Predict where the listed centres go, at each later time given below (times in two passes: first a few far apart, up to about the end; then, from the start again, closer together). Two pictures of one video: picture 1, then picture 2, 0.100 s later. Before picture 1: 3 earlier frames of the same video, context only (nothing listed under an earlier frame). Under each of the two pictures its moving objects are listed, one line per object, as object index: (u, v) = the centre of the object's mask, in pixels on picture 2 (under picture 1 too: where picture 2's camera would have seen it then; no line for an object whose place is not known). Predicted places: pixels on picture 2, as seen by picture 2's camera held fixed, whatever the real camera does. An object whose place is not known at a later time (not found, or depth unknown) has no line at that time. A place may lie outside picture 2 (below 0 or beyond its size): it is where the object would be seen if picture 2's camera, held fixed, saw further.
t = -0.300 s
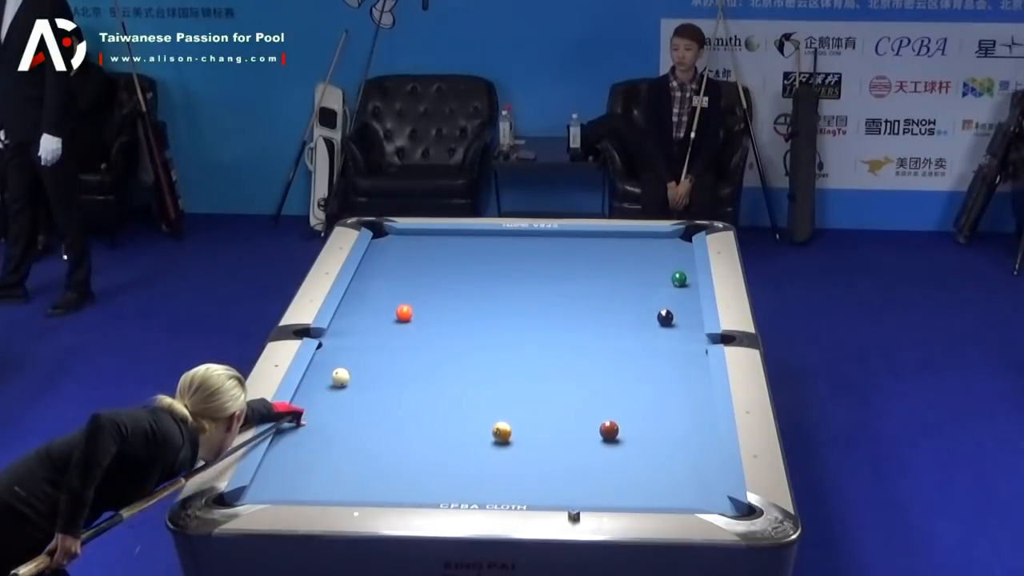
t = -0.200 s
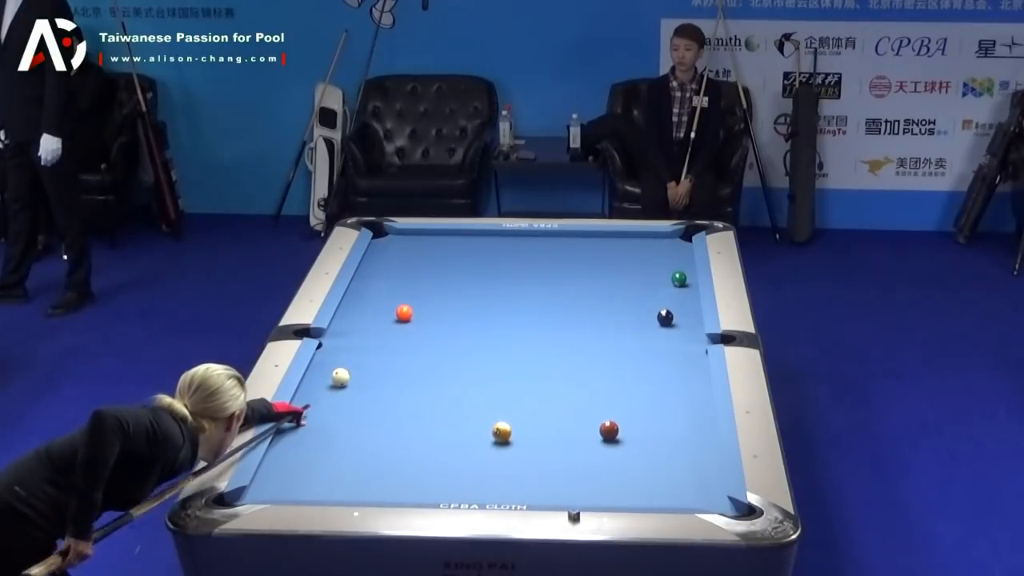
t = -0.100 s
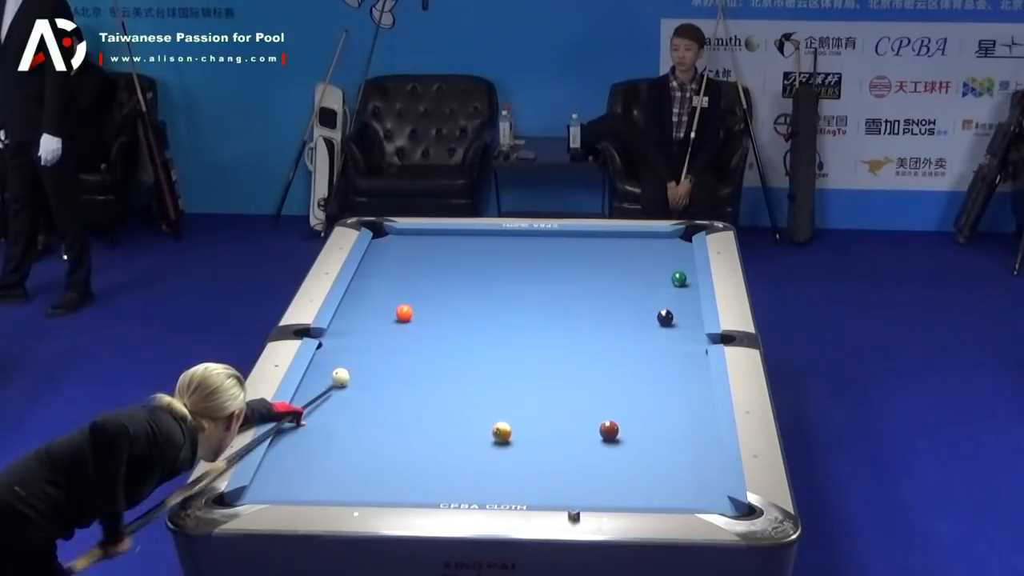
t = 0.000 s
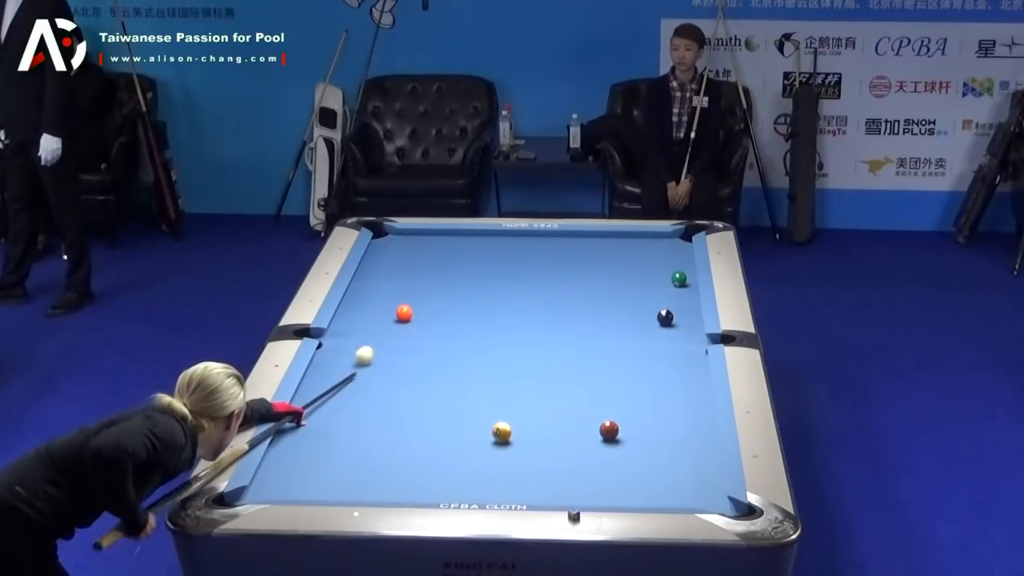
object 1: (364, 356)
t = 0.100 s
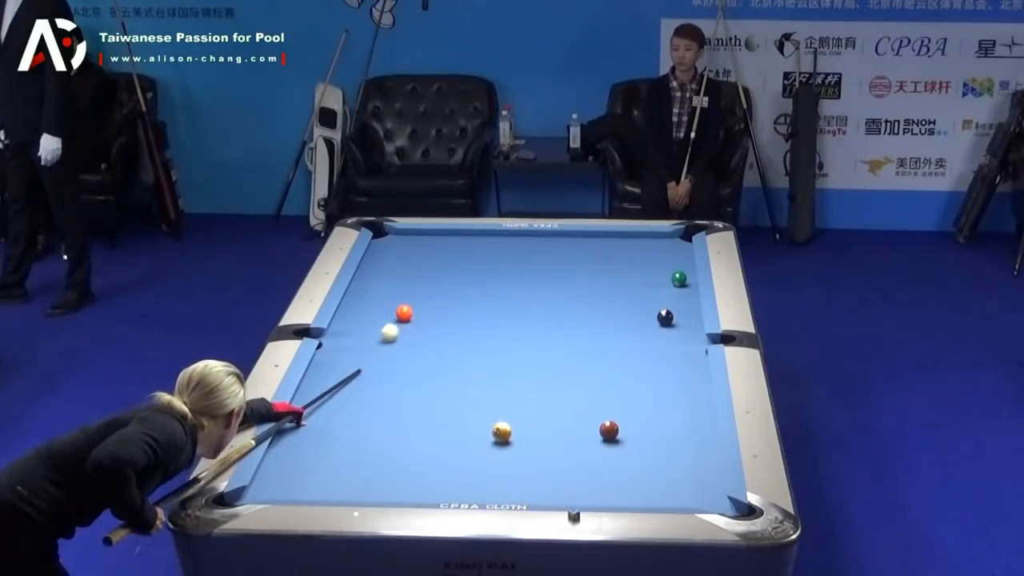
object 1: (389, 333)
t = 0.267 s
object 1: (426, 317)
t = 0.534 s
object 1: (472, 315)
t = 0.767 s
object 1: (509, 313)
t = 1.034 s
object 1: (551, 312)
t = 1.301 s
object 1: (591, 310)
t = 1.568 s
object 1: (629, 308)
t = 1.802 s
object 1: (659, 305)
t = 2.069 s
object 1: (691, 305)
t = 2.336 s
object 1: (674, 305)
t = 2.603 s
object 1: (658, 306)
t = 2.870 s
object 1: (646, 307)
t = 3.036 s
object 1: (642, 309)
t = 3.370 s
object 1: (625, 309)
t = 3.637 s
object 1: (616, 309)
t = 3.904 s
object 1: (609, 310)
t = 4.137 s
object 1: (604, 310)
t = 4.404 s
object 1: (599, 310)
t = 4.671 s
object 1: (597, 311)
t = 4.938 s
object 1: (594, 311)
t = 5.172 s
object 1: (595, 311)
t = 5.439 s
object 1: (596, 311)
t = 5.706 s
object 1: (596, 311)
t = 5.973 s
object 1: (596, 311)
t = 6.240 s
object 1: (596, 311)
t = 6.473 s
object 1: (596, 311)
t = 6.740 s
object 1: (596, 311)
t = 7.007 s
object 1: (596, 311)
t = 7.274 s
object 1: (596, 311)
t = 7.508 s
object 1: (596, 311)
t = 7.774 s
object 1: (596, 311)
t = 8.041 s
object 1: (596, 311)
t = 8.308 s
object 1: (596, 311)
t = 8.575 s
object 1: (596, 311)
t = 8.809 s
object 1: (596, 311)
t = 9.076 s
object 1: (596, 311)
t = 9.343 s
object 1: (596, 311)
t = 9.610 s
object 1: (596, 311)
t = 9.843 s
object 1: (596, 311)
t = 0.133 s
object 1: (397, 326)
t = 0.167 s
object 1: (404, 320)
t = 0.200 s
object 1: (412, 318)
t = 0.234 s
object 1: (419, 318)
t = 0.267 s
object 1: (426, 317)
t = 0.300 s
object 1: (432, 317)
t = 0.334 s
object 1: (438, 317)
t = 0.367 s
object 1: (444, 317)
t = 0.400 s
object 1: (449, 316)
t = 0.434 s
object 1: (455, 316)
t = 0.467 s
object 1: (461, 316)
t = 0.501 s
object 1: (466, 316)
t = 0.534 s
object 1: (472, 315)
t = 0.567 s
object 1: (477, 315)
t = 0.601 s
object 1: (483, 315)
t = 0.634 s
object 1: (488, 314)
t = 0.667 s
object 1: (493, 314)
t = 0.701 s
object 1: (499, 314)
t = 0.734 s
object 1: (504, 314)
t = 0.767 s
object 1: (509, 313)
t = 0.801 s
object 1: (515, 313)
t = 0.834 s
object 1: (520, 313)
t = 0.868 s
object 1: (525, 313)
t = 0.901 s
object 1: (531, 312)
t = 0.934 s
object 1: (536, 312)
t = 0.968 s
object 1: (541, 312)
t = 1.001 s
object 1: (546, 312)
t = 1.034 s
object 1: (551, 312)
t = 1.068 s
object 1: (556, 311)
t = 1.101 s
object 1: (561, 311)
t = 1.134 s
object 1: (566, 311)
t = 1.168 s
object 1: (571, 311)
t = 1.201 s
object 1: (576, 310)
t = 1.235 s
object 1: (581, 310)
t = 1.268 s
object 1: (586, 310)
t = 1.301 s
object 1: (591, 310)
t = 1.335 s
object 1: (596, 310)
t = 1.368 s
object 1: (601, 309)
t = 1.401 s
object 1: (605, 309)
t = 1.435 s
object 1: (610, 309)
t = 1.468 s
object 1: (615, 309)
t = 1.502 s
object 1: (620, 308)
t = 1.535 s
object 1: (624, 308)
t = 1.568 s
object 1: (629, 308)
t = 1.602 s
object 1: (633, 308)
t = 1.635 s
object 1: (638, 307)
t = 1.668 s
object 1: (643, 307)
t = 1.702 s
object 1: (647, 307)
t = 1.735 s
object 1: (651, 306)
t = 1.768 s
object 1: (655, 306)
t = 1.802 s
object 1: (659, 305)
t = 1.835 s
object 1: (665, 304)
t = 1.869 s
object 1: (670, 304)
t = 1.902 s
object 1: (674, 305)
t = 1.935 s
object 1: (678, 305)
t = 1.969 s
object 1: (683, 305)
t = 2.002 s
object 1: (687, 305)
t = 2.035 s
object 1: (691, 305)
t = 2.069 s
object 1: (691, 305)
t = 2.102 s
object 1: (688, 305)
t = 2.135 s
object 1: (686, 305)
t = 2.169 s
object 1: (684, 305)
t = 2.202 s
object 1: (682, 305)
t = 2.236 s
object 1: (680, 305)
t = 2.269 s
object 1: (678, 306)
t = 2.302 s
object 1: (676, 305)
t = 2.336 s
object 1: (674, 305)
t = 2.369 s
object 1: (672, 305)
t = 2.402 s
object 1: (671, 305)
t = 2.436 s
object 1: (669, 305)
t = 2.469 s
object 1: (667, 305)
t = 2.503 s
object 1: (664, 304)
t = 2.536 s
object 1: (662, 304)
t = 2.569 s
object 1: (660, 305)
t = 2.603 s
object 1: (658, 306)
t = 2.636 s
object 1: (656, 306)
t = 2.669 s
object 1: (655, 306)
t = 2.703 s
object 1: (653, 306)
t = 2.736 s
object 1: (652, 307)
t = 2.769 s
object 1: (650, 307)
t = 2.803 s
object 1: (649, 307)
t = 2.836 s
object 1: (647, 307)
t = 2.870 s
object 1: (646, 307)
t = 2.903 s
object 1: (644, 307)
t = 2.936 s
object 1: (643, 308)
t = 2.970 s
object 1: (641, 308)
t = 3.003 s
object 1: (640, 308)
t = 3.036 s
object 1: (642, 309)
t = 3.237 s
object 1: (629, 309)
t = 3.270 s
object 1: (629, 308)
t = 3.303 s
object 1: (628, 309)
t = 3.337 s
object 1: (626, 309)
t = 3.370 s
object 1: (625, 309)
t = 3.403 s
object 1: (624, 309)
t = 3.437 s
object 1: (623, 309)
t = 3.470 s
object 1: (622, 309)
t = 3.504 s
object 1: (621, 309)
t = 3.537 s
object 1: (619, 309)
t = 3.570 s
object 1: (618, 309)
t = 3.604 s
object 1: (617, 309)
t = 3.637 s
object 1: (616, 309)
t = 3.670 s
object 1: (616, 309)
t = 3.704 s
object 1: (614, 309)
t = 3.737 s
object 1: (614, 310)
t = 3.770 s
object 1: (613, 309)
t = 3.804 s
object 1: (612, 310)
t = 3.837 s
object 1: (611, 310)
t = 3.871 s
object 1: (610, 310)
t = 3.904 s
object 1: (609, 310)
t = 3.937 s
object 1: (609, 310)
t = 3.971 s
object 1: (608, 310)
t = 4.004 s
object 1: (607, 310)
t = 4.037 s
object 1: (606, 310)
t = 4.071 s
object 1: (605, 310)
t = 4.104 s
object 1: (605, 310)
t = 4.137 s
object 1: (604, 310)
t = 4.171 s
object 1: (604, 310)
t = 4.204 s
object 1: (603, 310)
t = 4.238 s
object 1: (602, 310)
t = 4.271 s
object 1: (602, 310)
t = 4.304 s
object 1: (601, 310)
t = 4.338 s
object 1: (601, 310)
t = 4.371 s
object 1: (600, 310)
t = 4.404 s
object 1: (599, 310)
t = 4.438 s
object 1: (599, 310)
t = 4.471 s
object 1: (599, 311)
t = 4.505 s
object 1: (598, 311)
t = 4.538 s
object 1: (598, 311)
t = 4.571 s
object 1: (598, 311)
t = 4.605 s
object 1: (597, 311)
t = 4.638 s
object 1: (597, 311)
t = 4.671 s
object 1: (597, 311)
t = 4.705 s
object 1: (596, 311)
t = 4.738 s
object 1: (596, 311)
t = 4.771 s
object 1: (596, 311)
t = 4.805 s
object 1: (596, 311)
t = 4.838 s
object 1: (595, 311)
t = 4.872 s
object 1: (595, 311)
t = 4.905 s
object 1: (595, 311)
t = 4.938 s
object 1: (594, 311)
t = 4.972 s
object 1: (589, 311)
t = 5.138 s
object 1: (601, 311)
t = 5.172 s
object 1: (595, 311)
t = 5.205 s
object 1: (595, 311)
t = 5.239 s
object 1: (595, 311)
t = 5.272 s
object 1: (595, 311)
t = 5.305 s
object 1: (595, 311)
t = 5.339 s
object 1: (596, 311)
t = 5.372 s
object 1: (596, 311)
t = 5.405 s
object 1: (596, 311)
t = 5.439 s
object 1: (596, 311)
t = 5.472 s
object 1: (596, 311)
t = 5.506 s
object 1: (596, 311)
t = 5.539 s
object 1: (596, 311)
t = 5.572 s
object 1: (596, 311)
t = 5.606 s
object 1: (596, 311)
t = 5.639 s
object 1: (596, 311)
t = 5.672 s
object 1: (596, 311)
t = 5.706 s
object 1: (596, 311)
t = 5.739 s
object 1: (596, 311)
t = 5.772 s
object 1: (596, 311)
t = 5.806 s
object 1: (596, 311)
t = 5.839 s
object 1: (596, 311)
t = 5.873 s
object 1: (596, 311)
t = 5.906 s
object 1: (596, 311)
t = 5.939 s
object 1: (596, 311)
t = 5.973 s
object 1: (596, 311)
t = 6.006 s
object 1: (596, 311)
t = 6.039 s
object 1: (596, 311)
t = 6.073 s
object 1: (596, 311)
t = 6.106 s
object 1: (596, 311)
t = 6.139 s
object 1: (596, 311)
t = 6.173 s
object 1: (596, 311)
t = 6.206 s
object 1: (596, 311)
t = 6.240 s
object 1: (596, 311)
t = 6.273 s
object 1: (596, 311)
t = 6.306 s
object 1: (596, 311)
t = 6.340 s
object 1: (596, 311)
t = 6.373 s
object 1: (596, 311)
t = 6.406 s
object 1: (596, 311)
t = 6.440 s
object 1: (596, 311)
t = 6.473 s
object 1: (596, 311)
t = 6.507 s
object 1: (596, 311)
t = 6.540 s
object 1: (596, 311)
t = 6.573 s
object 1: (596, 311)
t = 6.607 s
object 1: (596, 311)
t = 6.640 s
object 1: (596, 311)
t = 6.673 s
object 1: (596, 311)
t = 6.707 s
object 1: (596, 311)
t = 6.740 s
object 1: (596, 311)
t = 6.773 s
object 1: (596, 311)
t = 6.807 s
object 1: (596, 311)
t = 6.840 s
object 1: (596, 311)
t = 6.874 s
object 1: (596, 311)
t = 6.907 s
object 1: (596, 311)
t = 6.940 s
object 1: (596, 311)
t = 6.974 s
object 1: (596, 311)
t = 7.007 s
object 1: (596, 311)
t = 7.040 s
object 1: (596, 311)
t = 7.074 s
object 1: (596, 311)
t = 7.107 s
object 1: (596, 311)
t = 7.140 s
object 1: (596, 311)
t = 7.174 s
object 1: (596, 311)
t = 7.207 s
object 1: (596, 311)
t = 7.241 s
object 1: (596, 311)
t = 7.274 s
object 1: (596, 311)
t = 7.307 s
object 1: (596, 311)
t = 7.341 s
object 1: (596, 311)
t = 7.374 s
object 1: (596, 311)
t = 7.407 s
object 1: (596, 311)
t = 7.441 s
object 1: (596, 311)
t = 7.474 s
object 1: (596, 311)
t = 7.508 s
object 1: (596, 311)
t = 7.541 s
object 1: (596, 311)
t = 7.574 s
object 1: (596, 311)
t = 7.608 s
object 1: (596, 311)
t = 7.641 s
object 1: (596, 311)
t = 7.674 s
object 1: (596, 311)
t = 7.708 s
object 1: (596, 311)
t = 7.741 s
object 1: (596, 311)
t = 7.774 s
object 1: (596, 311)
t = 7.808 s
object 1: (596, 311)
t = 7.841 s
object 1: (596, 311)
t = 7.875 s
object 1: (596, 311)
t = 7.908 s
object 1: (596, 311)
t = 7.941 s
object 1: (596, 311)
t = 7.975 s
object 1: (596, 311)
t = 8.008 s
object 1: (596, 311)
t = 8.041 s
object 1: (596, 311)
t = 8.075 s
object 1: (596, 311)
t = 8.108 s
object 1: (596, 311)
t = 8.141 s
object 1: (596, 311)
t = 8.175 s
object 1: (596, 311)
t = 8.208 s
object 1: (596, 311)
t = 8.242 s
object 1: (596, 311)
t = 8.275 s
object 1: (596, 311)
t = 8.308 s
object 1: (596, 311)
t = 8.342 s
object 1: (596, 311)
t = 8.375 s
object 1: (596, 311)
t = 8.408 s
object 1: (596, 311)
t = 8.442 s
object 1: (596, 311)
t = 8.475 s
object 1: (596, 311)
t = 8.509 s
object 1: (596, 311)
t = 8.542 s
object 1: (596, 311)
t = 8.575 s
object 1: (596, 311)
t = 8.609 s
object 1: (596, 311)
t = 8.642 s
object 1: (596, 311)
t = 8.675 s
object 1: (596, 311)
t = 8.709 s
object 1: (596, 311)
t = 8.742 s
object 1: (596, 311)
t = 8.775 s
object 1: (596, 311)
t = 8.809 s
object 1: (596, 311)
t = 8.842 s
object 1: (596, 311)
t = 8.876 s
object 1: (596, 311)
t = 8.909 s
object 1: (596, 311)
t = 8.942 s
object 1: (596, 311)
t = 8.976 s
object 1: (596, 311)
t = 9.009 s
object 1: (596, 311)
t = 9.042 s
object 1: (596, 311)
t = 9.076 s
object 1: (596, 311)
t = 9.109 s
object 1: (596, 311)
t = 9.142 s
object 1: (596, 311)
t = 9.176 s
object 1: (596, 311)
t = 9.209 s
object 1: (596, 311)
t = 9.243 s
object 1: (596, 311)
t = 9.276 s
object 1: (596, 311)
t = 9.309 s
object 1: (596, 311)
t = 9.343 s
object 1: (596, 311)
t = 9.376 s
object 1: (596, 311)
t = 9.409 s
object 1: (596, 311)
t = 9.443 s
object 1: (596, 311)
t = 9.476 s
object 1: (596, 311)
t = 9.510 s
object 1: (596, 311)
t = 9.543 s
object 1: (596, 311)
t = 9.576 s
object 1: (596, 311)
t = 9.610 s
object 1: (596, 311)
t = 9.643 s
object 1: (596, 311)
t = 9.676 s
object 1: (596, 311)
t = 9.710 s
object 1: (596, 311)
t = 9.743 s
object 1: (596, 311)
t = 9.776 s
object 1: (596, 311)
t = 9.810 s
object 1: (596, 311)
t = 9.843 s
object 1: (596, 311)
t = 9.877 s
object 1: (596, 311)
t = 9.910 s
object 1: (596, 311)
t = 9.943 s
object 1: (596, 311)
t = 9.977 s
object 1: (596, 311)
